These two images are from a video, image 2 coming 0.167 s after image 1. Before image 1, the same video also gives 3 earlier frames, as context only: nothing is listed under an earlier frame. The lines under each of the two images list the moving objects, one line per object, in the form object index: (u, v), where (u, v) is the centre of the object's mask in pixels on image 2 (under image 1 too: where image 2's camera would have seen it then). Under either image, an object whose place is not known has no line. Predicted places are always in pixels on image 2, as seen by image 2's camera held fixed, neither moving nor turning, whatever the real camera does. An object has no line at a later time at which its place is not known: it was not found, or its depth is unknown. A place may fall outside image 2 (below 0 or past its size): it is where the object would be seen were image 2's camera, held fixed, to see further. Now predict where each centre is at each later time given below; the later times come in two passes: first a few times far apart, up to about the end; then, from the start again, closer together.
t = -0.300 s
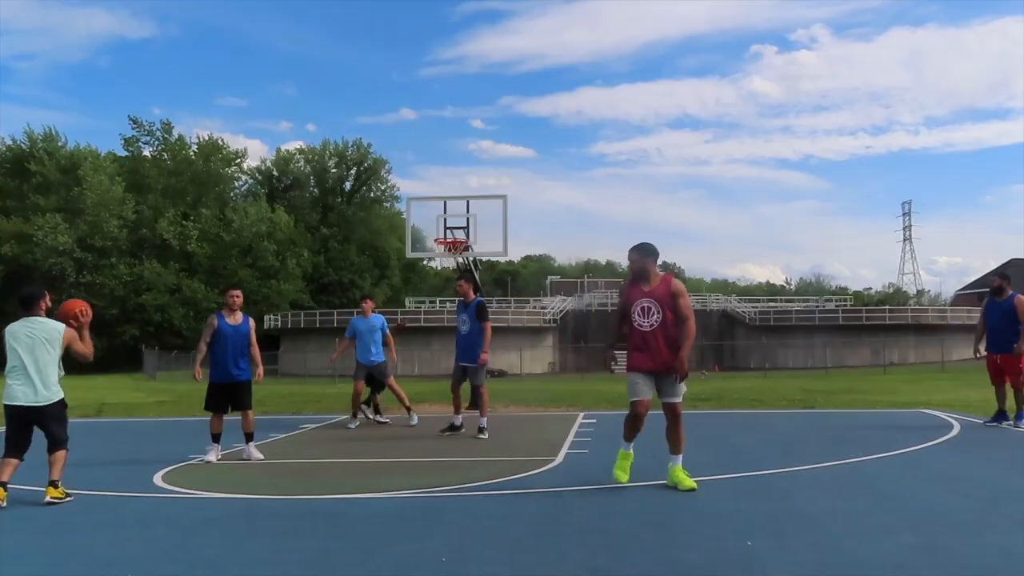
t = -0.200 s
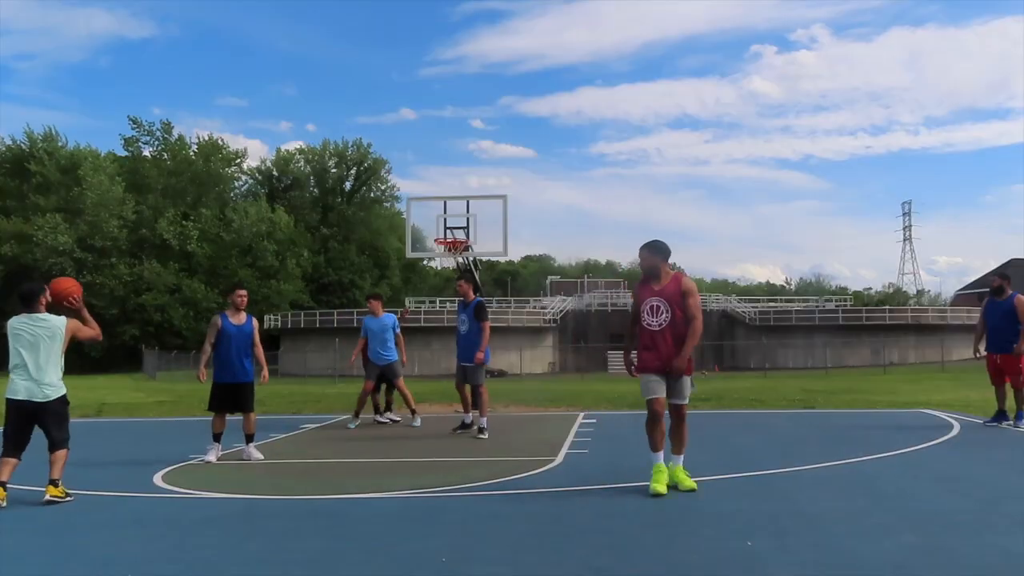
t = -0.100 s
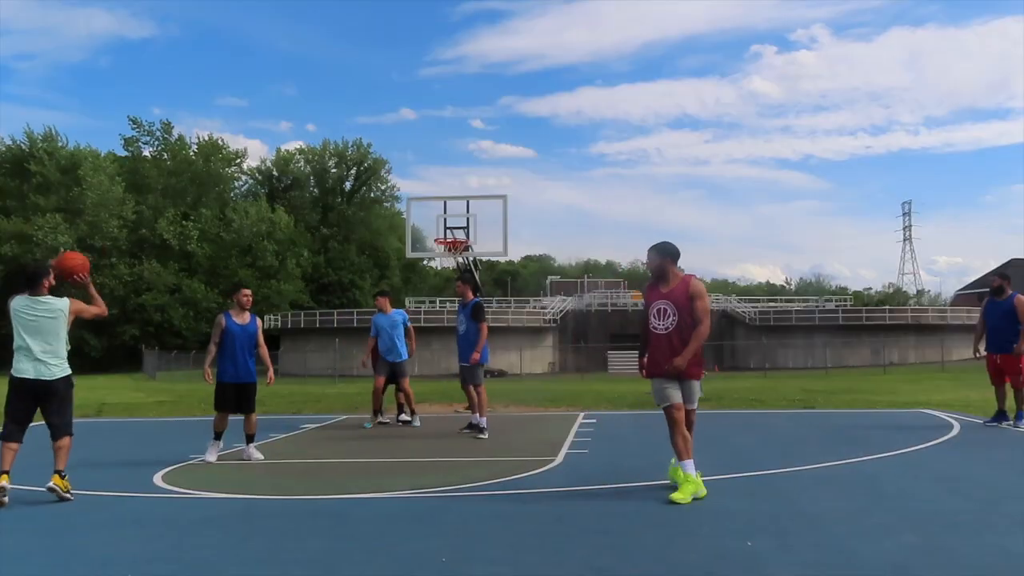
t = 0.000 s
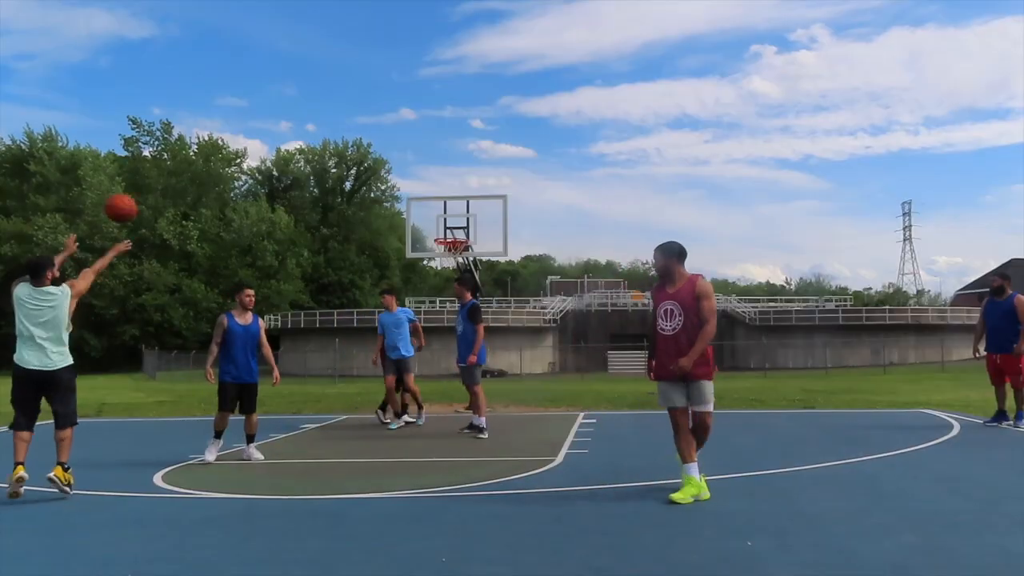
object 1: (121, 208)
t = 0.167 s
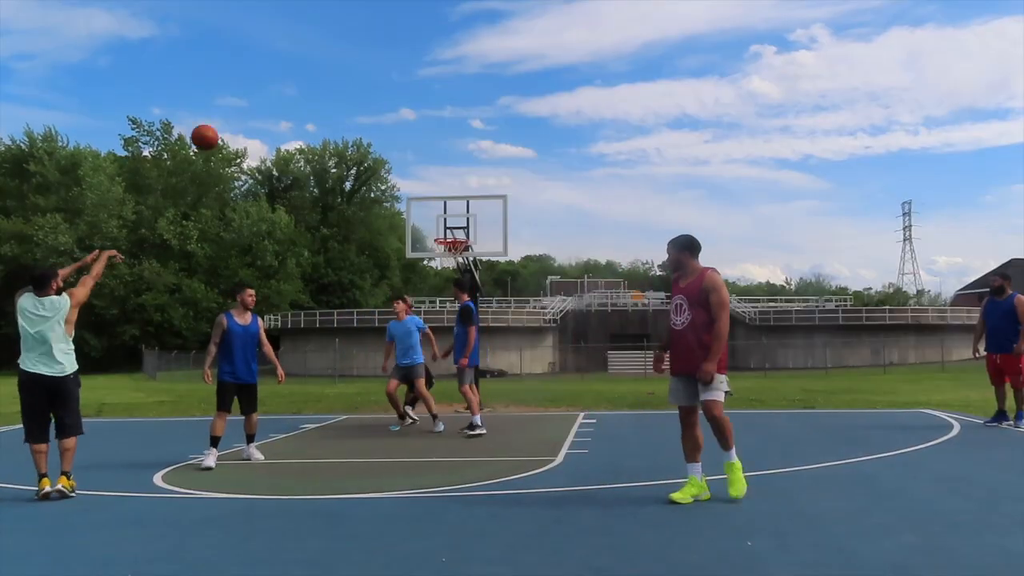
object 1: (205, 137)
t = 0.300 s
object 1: (258, 110)
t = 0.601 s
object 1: (351, 117)
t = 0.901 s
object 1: (417, 186)
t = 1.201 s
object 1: (473, 268)
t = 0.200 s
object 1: (219, 128)
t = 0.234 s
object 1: (233, 121)
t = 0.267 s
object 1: (246, 115)
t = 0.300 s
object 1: (258, 110)
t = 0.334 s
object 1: (271, 107)
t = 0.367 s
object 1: (282, 104)
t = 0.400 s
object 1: (293, 104)
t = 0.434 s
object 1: (304, 103)
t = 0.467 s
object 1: (314, 104)
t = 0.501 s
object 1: (324, 106)
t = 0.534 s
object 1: (333, 109)
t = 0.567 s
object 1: (342, 113)
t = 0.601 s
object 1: (351, 117)
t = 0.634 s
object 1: (359, 122)
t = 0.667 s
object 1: (367, 128)
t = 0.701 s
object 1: (375, 134)
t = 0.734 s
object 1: (383, 141)
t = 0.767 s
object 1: (390, 149)
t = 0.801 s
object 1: (397, 157)
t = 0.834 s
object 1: (404, 166)
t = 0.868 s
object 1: (411, 176)
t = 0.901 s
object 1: (417, 186)
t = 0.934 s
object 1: (423, 196)
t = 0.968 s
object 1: (429, 207)
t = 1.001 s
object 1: (435, 219)
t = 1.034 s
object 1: (441, 231)
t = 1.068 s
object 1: (447, 243)
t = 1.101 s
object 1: (453, 247)
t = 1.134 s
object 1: (459, 257)
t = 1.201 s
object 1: (473, 268)
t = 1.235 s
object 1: (479, 275)
